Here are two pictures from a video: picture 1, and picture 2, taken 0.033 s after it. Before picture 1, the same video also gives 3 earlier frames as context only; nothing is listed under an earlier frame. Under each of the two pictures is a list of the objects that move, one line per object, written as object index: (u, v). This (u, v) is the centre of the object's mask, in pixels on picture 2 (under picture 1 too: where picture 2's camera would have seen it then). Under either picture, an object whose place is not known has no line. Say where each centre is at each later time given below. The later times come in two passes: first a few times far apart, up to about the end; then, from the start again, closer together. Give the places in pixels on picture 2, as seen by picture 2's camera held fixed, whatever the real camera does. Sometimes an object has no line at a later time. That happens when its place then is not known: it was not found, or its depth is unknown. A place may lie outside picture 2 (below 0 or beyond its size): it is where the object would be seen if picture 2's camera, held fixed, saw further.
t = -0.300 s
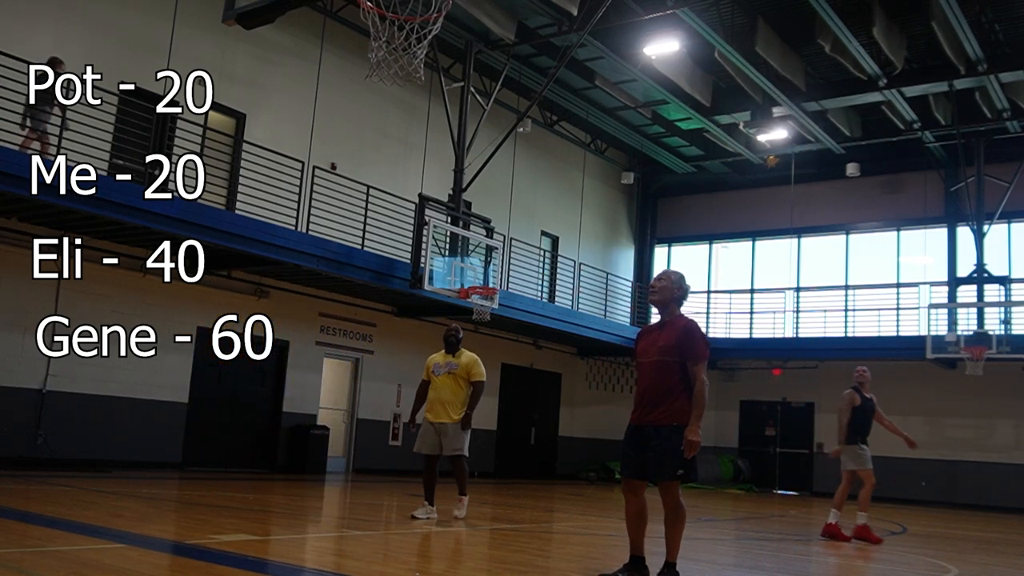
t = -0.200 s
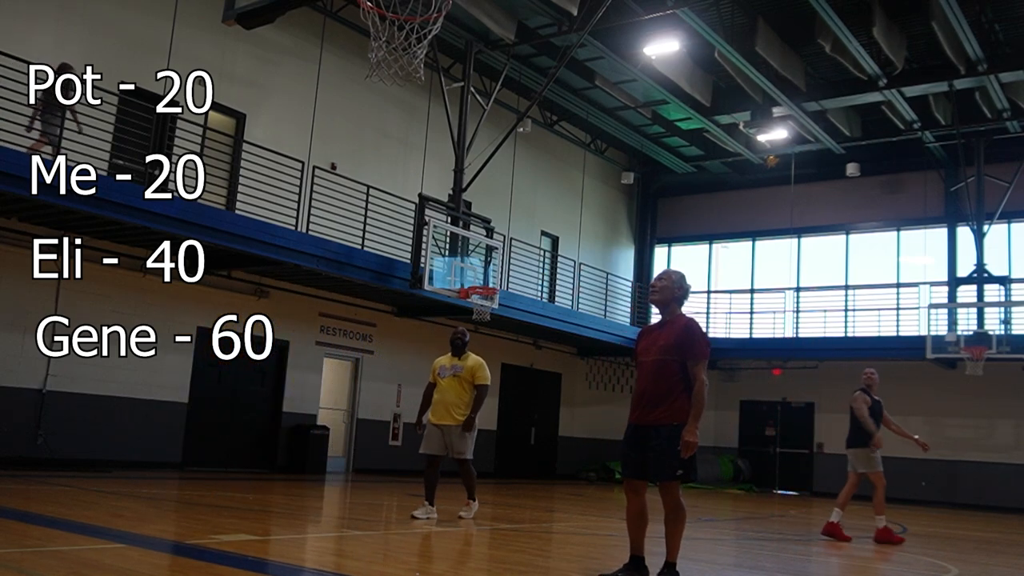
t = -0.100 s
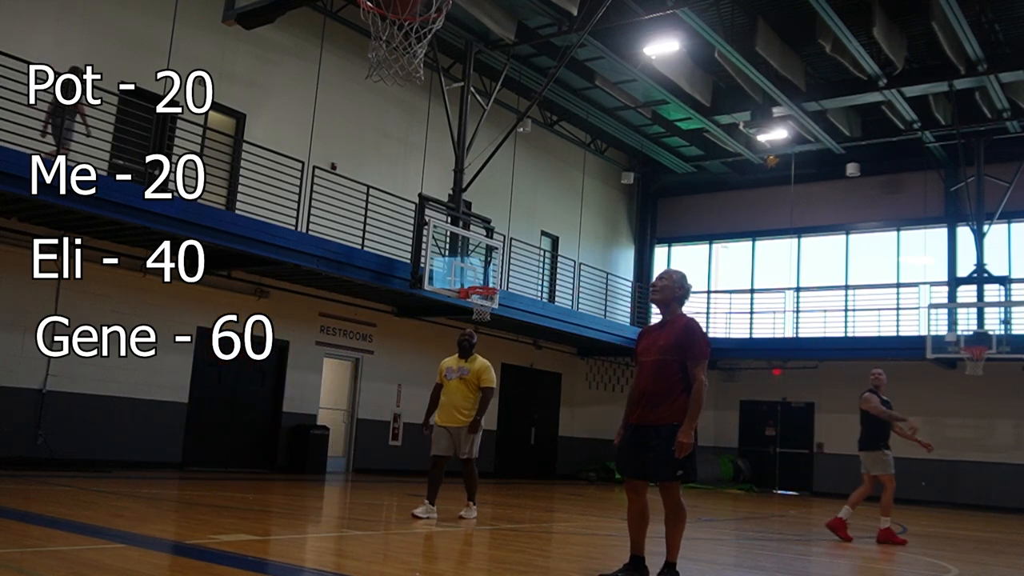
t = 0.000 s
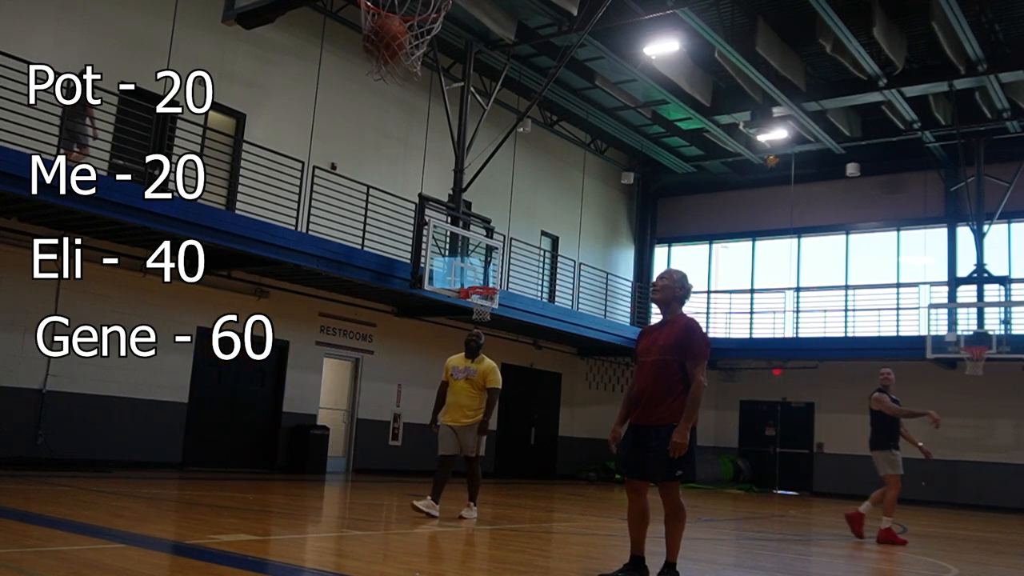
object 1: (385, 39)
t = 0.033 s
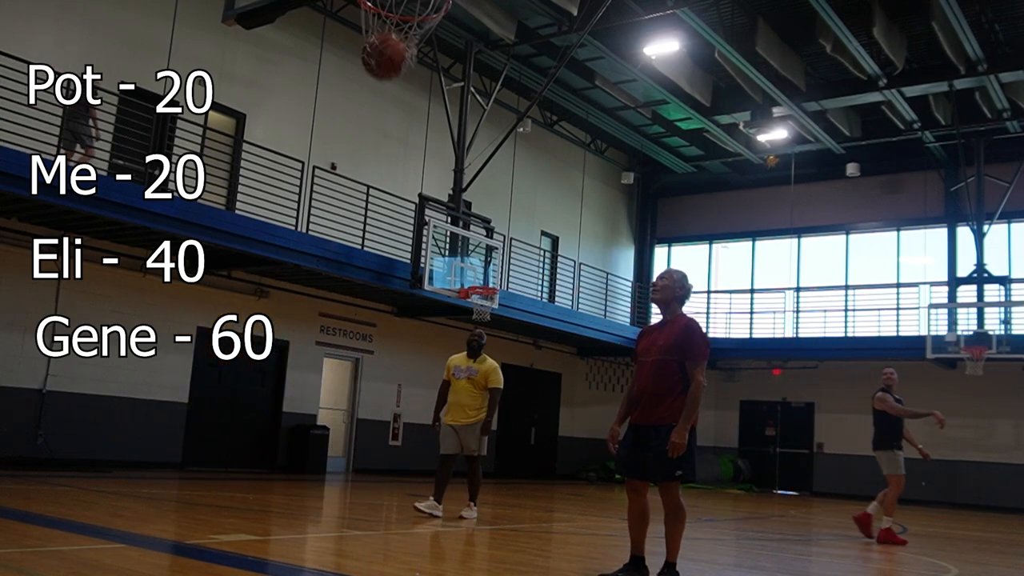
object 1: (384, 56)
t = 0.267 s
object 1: (405, 121)
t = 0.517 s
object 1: (421, 281)
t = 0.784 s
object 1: (429, 551)
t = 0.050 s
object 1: (384, 62)
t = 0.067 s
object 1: (384, 67)
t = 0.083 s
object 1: (386, 71)
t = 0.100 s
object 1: (388, 74)
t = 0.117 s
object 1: (390, 77)
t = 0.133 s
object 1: (392, 80)
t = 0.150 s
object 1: (394, 83)
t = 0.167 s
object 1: (395, 88)
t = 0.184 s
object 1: (397, 92)
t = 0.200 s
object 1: (399, 97)
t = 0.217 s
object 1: (400, 102)
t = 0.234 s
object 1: (402, 108)
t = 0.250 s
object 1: (403, 114)
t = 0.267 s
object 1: (405, 121)
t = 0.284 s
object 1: (406, 128)
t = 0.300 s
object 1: (408, 136)
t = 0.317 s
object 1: (409, 144)
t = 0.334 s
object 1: (410, 153)
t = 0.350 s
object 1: (412, 161)
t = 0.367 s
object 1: (413, 171)
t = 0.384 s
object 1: (414, 181)
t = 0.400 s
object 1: (415, 191)
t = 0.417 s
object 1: (416, 202)
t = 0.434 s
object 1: (417, 214)
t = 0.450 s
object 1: (418, 226)
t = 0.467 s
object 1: (419, 238)
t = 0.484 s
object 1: (419, 252)
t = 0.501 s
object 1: (420, 266)
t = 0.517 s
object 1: (421, 281)
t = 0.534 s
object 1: (421, 295)
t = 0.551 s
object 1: (422, 309)
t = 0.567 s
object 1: (424, 323)
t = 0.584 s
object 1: (424, 339)
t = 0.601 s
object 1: (425, 354)
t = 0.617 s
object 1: (425, 373)
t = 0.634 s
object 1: (425, 389)
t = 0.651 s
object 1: (426, 408)
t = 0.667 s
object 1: (427, 428)
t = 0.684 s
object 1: (428, 447)
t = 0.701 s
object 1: (428, 463)
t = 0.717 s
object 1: (428, 484)
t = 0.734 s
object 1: (427, 503)
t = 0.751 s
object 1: (427, 527)
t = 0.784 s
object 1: (429, 551)
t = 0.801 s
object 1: (432, 536)
